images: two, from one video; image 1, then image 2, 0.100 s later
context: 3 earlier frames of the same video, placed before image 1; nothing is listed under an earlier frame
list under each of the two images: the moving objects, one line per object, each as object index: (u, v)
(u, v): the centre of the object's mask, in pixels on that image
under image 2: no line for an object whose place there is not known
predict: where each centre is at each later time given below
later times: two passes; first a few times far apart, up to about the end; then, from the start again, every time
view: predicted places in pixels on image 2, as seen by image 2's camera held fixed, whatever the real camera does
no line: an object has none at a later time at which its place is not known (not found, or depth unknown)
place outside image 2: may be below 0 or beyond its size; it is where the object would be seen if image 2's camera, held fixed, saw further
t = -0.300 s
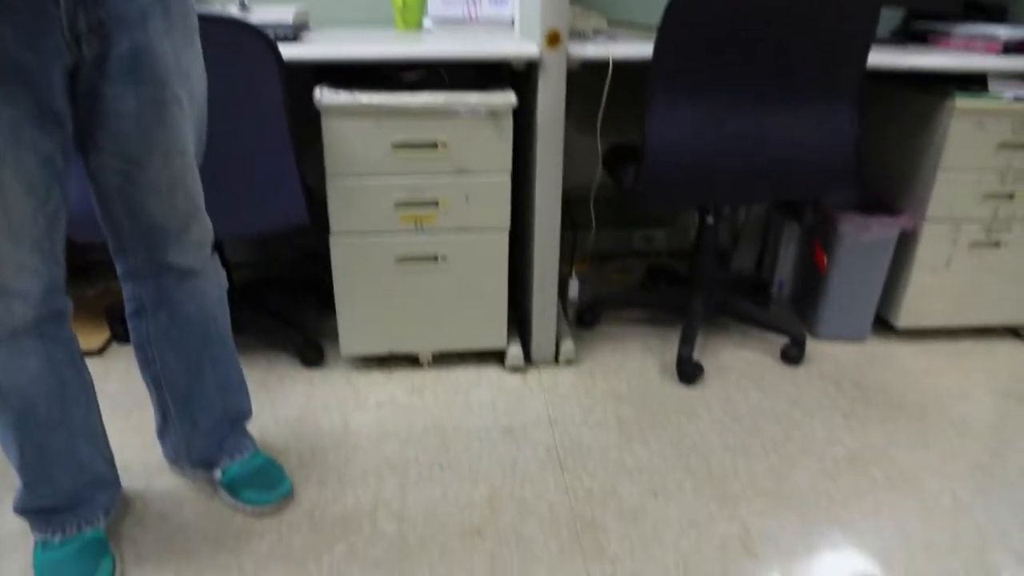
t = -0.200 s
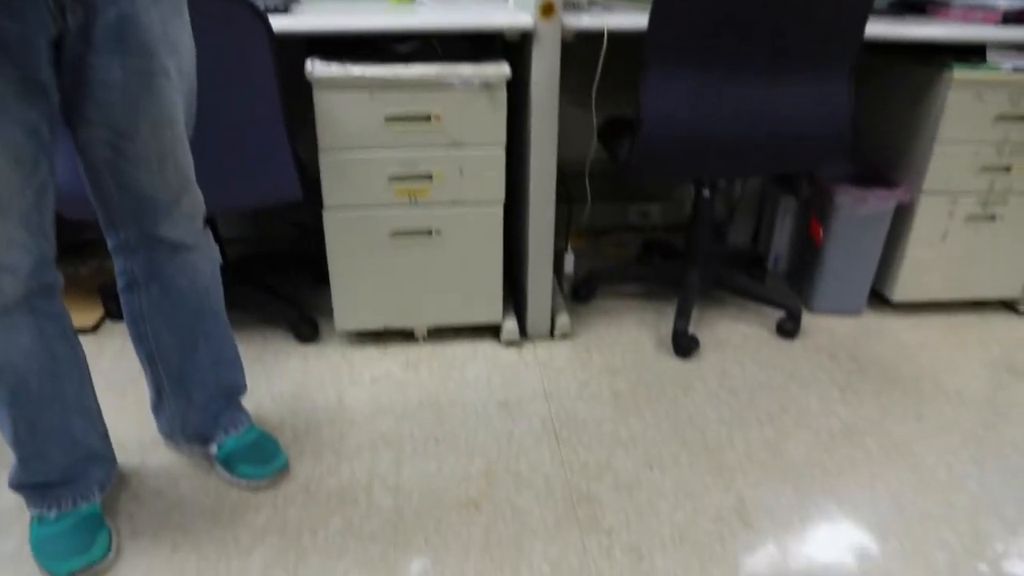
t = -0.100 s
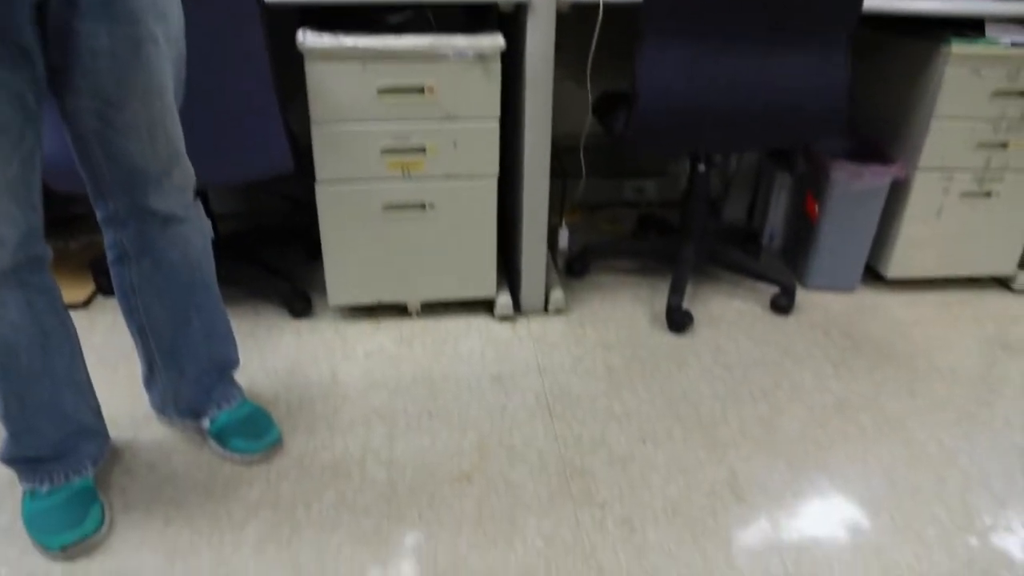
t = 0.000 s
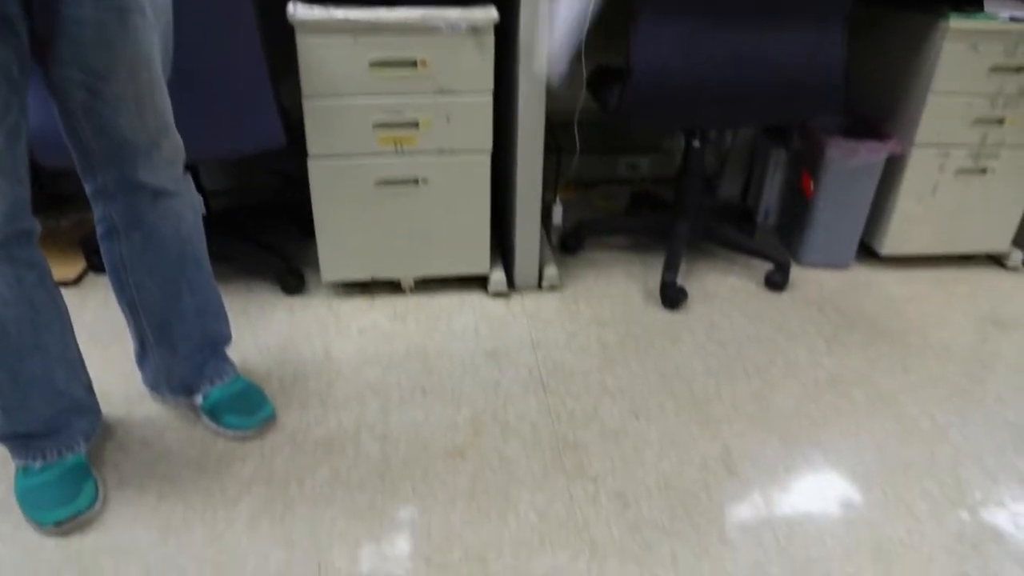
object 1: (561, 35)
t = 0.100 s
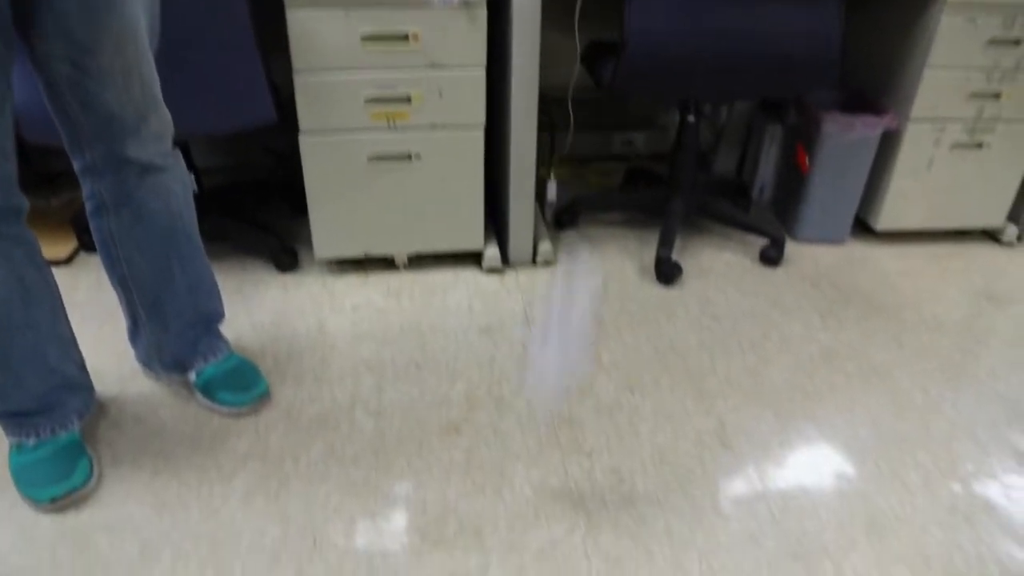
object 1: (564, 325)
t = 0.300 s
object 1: (561, 347)
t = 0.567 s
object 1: (559, 409)
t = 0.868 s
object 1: (539, 421)
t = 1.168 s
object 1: (540, 421)
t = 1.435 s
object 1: (540, 421)
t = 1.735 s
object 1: (540, 421)
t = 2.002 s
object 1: (540, 421)
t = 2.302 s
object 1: (540, 421)
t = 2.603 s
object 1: (540, 421)
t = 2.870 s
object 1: (540, 421)
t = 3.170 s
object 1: (540, 421)
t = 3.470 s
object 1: (540, 420)
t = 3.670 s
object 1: (539, 420)
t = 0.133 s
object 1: (547, 457)
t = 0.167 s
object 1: (552, 448)
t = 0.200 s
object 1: (557, 416)
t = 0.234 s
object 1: (561, 385)
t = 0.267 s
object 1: (559, 360)
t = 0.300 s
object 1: (561, 347)
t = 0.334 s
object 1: (562, 337)
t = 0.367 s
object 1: (565, 330)
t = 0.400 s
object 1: (565, 332)
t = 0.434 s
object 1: (566, 344)
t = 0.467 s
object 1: (567, 357)
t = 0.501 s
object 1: (566, 374)
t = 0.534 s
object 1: (565, 394)
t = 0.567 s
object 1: (559, 409)
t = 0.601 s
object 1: (555, 404)
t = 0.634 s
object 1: (551, 403)
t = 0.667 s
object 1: (548, 405)
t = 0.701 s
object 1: (542, 411)
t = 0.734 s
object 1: (540, 420)
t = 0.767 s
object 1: (540, 420)
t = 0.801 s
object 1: (540, 421)
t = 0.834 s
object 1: (540, 421)
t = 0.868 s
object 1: (539, 421)
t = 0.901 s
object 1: (540, 421)
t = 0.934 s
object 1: (540, 421)
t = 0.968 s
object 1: (540, 421)
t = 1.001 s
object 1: (540, 421)
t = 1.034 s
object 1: (540, 421)
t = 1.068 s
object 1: (540, 421)
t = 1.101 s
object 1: (540, 421)
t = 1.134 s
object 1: (539, 421)
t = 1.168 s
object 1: (540, 421)
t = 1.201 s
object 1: (540, 421)
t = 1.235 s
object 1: (540, 421)
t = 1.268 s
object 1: (540, 421)
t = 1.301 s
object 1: (540, 421)
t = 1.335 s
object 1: (540, 421)
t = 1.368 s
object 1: (540, 421)
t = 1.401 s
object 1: (540, 421)
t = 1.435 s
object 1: (540, 421)
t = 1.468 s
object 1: (540, 421)
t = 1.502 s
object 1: (540, 421)
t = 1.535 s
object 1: (540, 421)
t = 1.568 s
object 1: (540, 421)
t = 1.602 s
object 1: (540, 421)
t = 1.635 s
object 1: (540, 421)
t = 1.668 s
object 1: (540, 420)
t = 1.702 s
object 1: (540, 421)
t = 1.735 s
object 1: (540, 421)
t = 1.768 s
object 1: (540, 421)
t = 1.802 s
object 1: (540, 421)
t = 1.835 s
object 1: (540, 420)
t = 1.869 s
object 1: (540, 421)
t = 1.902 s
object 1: (540, 421)
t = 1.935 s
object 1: (540, 421)
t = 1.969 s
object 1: (540, 421)
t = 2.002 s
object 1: (540, 421)
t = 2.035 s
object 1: (540, 420)
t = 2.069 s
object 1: (540, 421)
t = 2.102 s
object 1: (540, 421)
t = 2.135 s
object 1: (540, 421)
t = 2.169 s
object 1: (540, 421)
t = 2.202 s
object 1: (540, 421)
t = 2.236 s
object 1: (540, 421)
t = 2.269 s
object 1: (540, 421)
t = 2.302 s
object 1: (540, 421)
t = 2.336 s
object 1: (540, 421)
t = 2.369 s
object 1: (540, 420)
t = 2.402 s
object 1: (540, 421)
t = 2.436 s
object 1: (540, 421)
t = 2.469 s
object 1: (540, 421)
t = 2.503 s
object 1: (540, 421)
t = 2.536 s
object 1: (540, 421)
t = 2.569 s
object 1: (540, 421)
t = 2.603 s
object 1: (540, 421)
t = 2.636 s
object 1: (540, 420)
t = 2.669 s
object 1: (540, 421)
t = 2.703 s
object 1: (540, 421)
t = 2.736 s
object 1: (540, 421)
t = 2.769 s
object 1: (540, 421)
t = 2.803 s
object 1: (540, 421)
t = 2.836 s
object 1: (540, 421)
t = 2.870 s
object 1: (540, 421)
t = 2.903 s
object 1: (540, 421)
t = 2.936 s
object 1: (540, 421)
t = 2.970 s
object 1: (540, 421)
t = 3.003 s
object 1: (540, 421)
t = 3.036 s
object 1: (540, 421)
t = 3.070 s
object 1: (540, 421)
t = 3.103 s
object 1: (540, 421)
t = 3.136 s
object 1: (540, 421)
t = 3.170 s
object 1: (540, 421)
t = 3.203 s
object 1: (540, 421)
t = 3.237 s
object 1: (540, 421)
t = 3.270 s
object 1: (540, 421)
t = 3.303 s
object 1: (540, 421)
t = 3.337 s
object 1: (539, 421)
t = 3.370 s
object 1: (540, 421)
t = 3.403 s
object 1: (539, 420)
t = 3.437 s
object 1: (540, 420)
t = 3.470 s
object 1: (540, 420)
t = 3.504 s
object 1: (539, 420)
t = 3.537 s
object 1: (540, 420)
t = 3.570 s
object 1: (539, 420)
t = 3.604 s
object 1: (539, 420)
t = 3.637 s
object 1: (539, 421)
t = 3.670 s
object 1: (539, 420)
